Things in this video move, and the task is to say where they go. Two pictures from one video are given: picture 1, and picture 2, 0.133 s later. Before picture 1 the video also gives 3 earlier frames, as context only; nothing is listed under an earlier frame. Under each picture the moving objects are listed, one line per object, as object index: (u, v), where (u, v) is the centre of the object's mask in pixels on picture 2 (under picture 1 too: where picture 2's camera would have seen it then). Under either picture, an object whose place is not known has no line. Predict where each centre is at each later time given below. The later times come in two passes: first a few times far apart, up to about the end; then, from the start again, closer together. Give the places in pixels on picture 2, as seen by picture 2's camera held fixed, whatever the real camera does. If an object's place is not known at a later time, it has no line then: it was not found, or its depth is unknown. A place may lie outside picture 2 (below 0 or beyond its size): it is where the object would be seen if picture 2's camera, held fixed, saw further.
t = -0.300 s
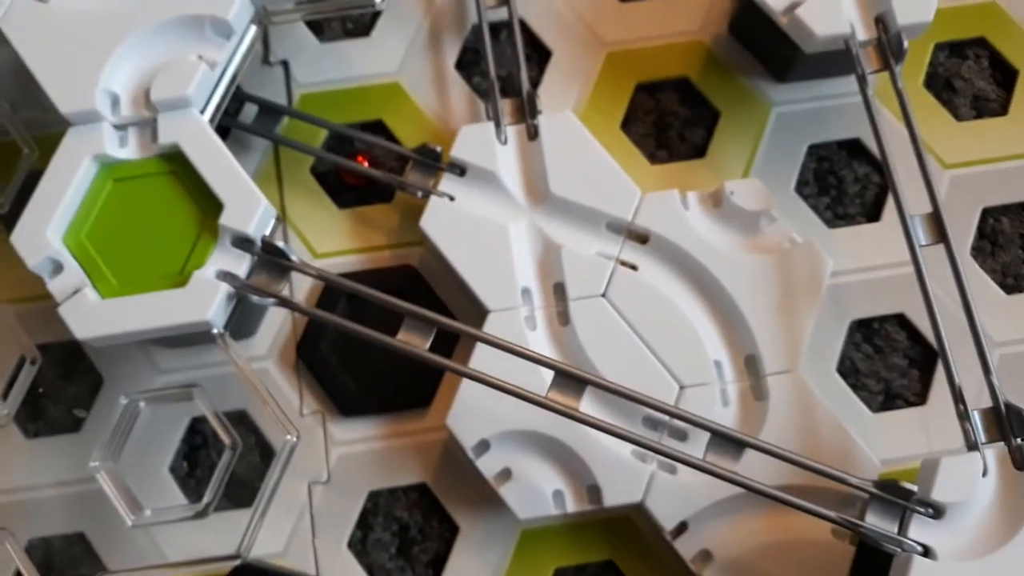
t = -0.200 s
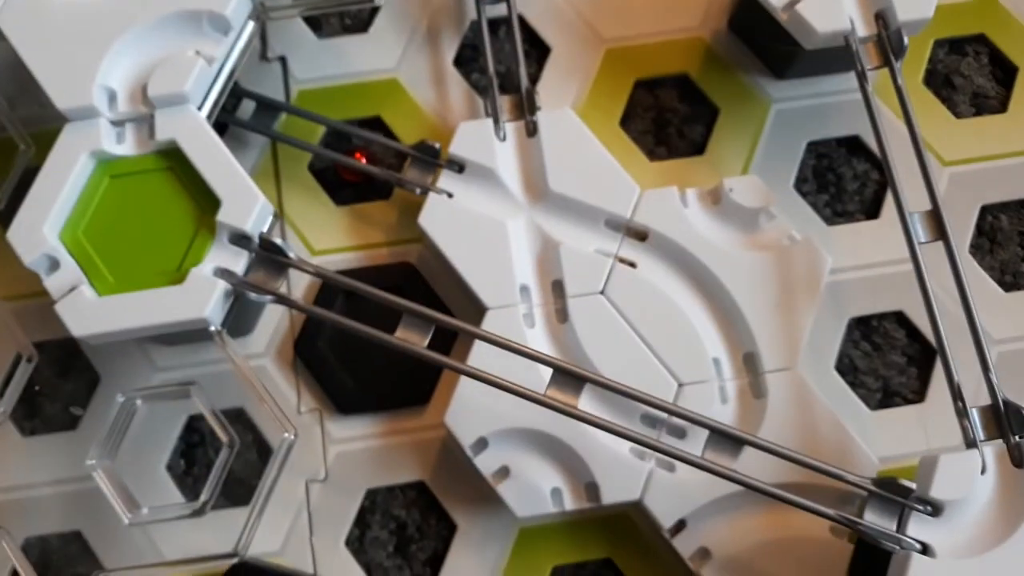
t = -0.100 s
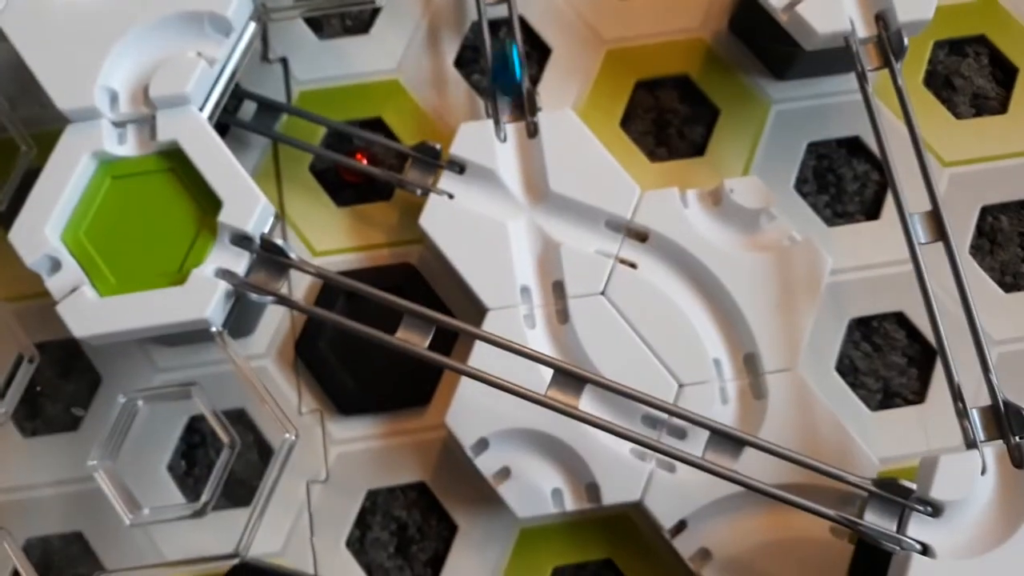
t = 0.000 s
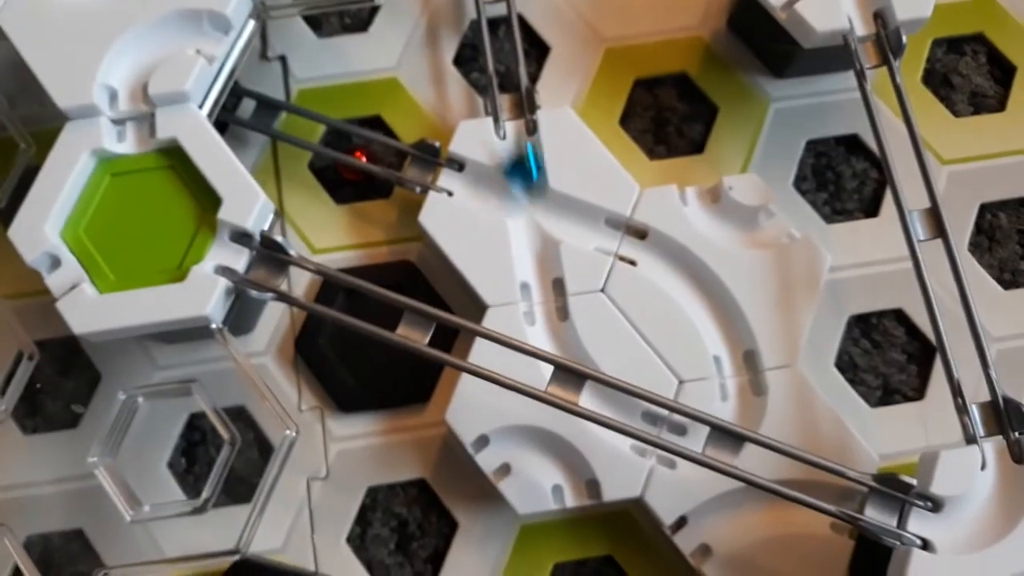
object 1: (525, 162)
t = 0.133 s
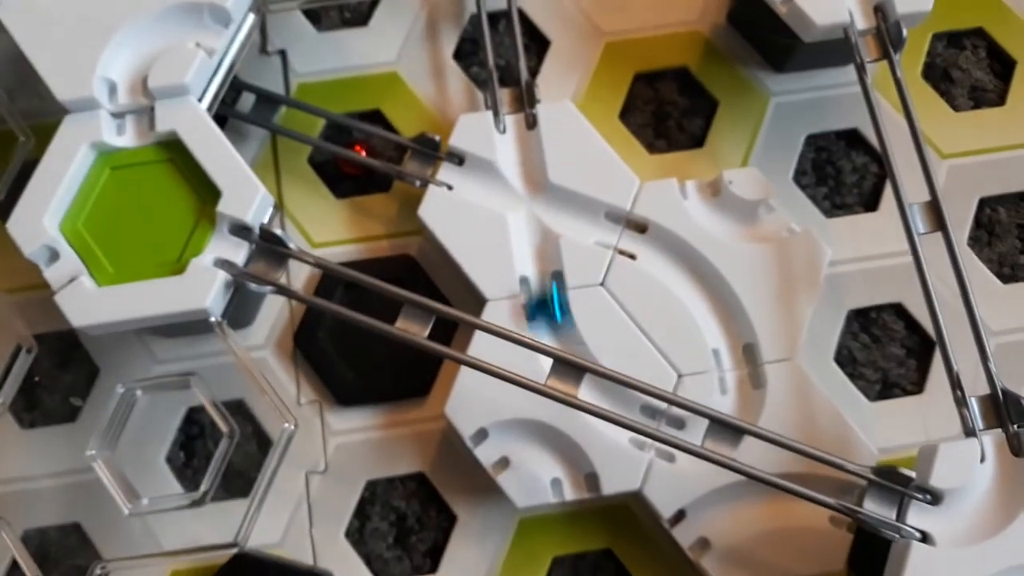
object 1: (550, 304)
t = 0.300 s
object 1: (670, 434)
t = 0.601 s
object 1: (706, 291)
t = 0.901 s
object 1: (557, 207)
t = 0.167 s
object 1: (568, 338)
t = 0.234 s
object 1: (610, 397)
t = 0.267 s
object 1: (641, 422)
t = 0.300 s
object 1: (670, 434)
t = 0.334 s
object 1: (692, 429)
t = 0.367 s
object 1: (700, 429)
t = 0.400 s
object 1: (737, 406)
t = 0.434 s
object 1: (741, 396)
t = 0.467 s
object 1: (743, 372)
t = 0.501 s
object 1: (736, 351)
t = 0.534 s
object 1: (729, 328)
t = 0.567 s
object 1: (718, 309)
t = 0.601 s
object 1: (706, 291)
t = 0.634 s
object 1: (691, 274)
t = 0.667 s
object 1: (676, 260)
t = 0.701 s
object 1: (659, 248)
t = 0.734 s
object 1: (642, 238)
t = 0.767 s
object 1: (624, 231)
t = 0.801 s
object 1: (607, 226)
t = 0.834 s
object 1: (590, 220)
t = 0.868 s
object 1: (573, 213)
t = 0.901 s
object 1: (557, 207)
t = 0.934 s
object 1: (541, 201)
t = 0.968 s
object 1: (525, 195)
